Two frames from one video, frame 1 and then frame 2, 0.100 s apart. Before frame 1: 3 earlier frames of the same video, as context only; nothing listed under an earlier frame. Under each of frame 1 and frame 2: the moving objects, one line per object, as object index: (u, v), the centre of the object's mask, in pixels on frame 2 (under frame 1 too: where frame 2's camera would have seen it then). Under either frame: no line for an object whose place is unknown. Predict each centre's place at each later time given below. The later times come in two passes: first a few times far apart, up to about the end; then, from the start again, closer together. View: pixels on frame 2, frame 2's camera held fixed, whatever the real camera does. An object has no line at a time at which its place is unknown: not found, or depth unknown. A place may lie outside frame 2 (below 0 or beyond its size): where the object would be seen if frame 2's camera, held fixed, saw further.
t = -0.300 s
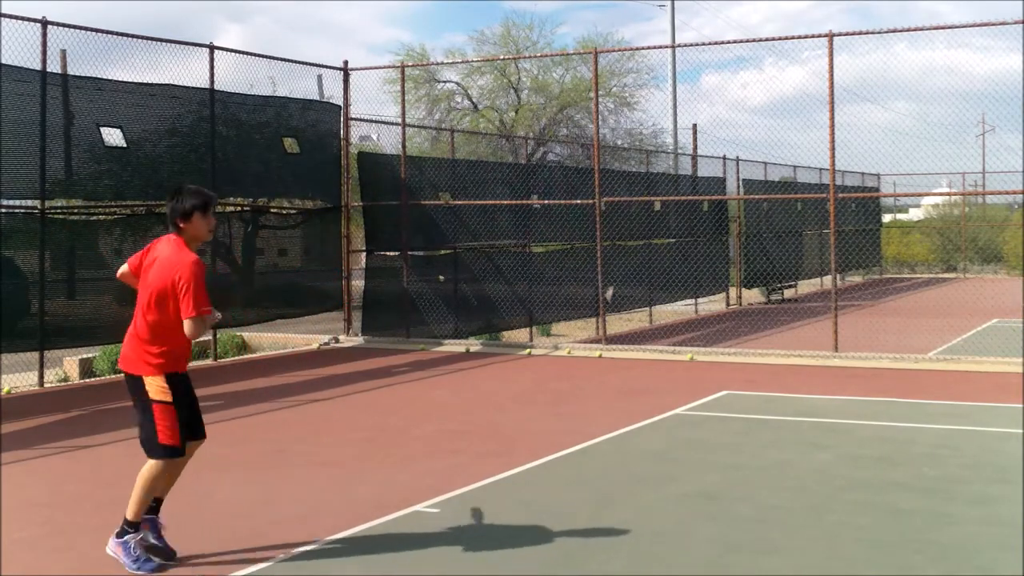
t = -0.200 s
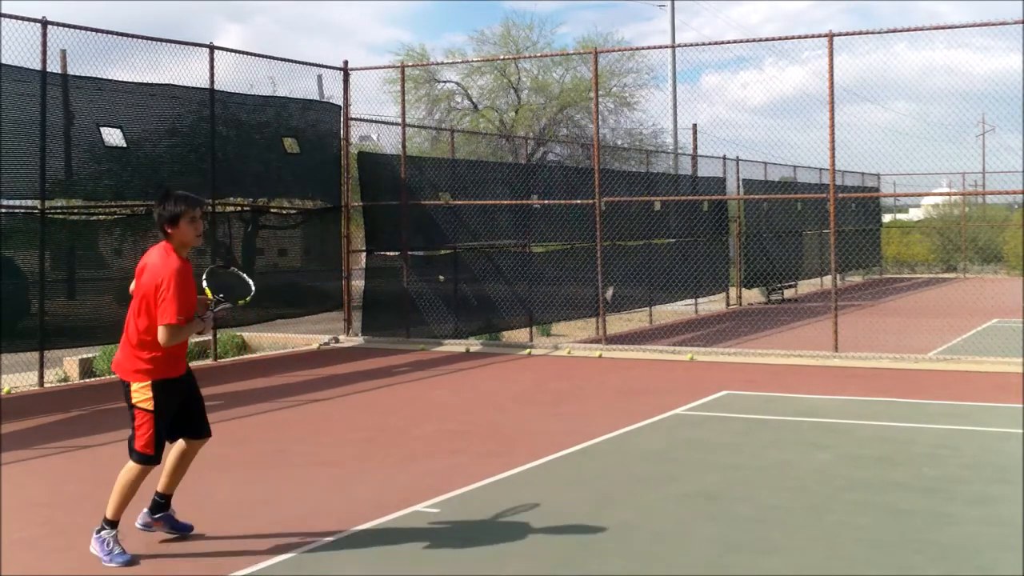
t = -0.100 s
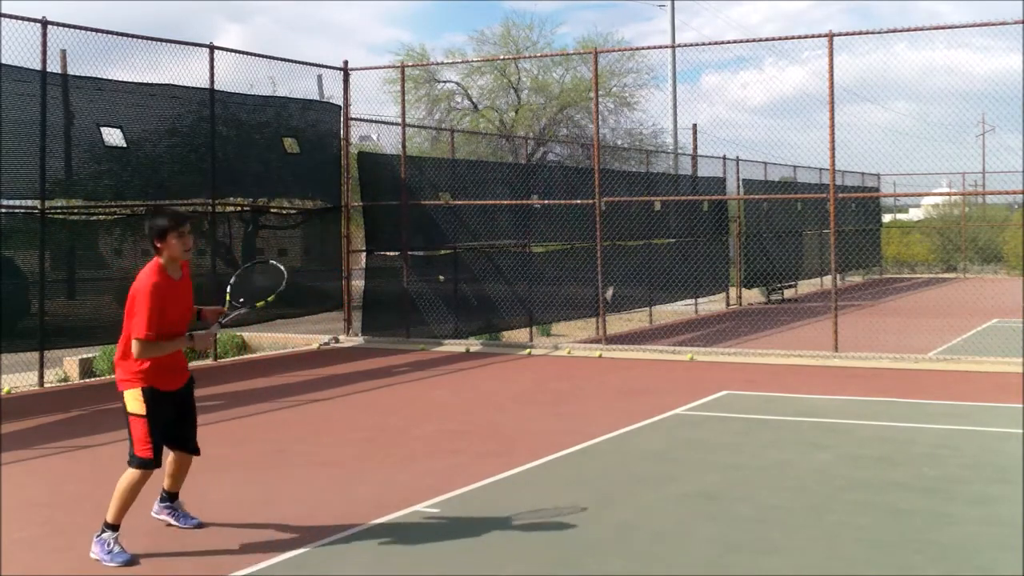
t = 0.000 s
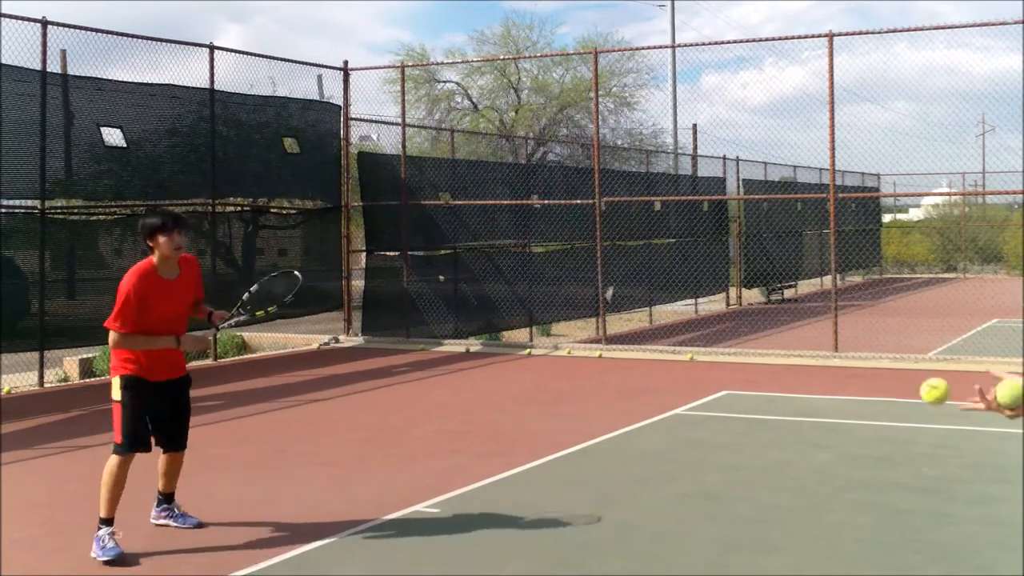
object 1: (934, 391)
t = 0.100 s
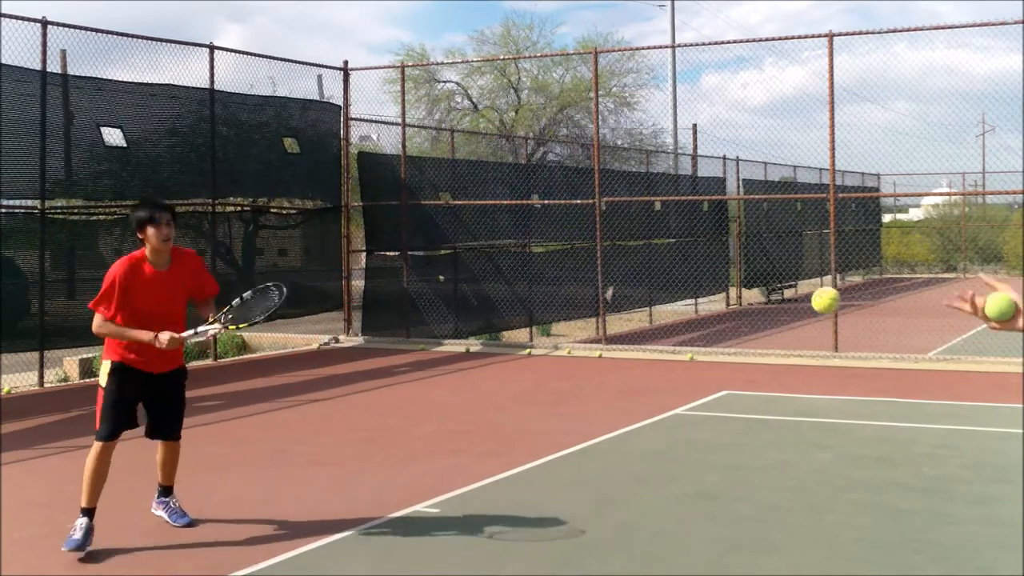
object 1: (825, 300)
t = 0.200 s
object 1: (724, 251)
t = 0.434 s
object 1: (518, 287)
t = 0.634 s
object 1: (369, 459)
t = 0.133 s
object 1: (791, 279)
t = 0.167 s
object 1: (757, 263)
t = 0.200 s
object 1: (724, 251)
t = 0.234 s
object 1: (692, 244)
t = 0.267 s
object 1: (662, 241)
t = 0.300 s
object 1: (631, 242)
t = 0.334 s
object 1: (602, 248)
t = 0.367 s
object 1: (573, 257)
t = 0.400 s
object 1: (545, 270)
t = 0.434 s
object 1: (518, 287)
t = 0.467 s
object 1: (491, 308)
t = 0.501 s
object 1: (466, 330)
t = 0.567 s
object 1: (416, 388)
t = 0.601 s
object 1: (393, 422)
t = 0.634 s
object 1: (369, 459)
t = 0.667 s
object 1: (348, 499)
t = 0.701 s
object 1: (326, 541)
